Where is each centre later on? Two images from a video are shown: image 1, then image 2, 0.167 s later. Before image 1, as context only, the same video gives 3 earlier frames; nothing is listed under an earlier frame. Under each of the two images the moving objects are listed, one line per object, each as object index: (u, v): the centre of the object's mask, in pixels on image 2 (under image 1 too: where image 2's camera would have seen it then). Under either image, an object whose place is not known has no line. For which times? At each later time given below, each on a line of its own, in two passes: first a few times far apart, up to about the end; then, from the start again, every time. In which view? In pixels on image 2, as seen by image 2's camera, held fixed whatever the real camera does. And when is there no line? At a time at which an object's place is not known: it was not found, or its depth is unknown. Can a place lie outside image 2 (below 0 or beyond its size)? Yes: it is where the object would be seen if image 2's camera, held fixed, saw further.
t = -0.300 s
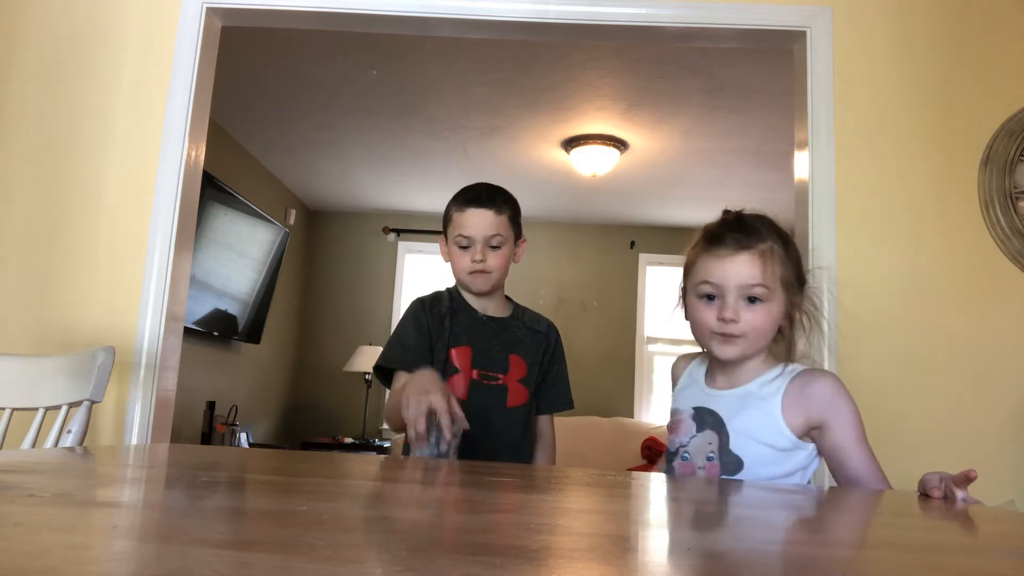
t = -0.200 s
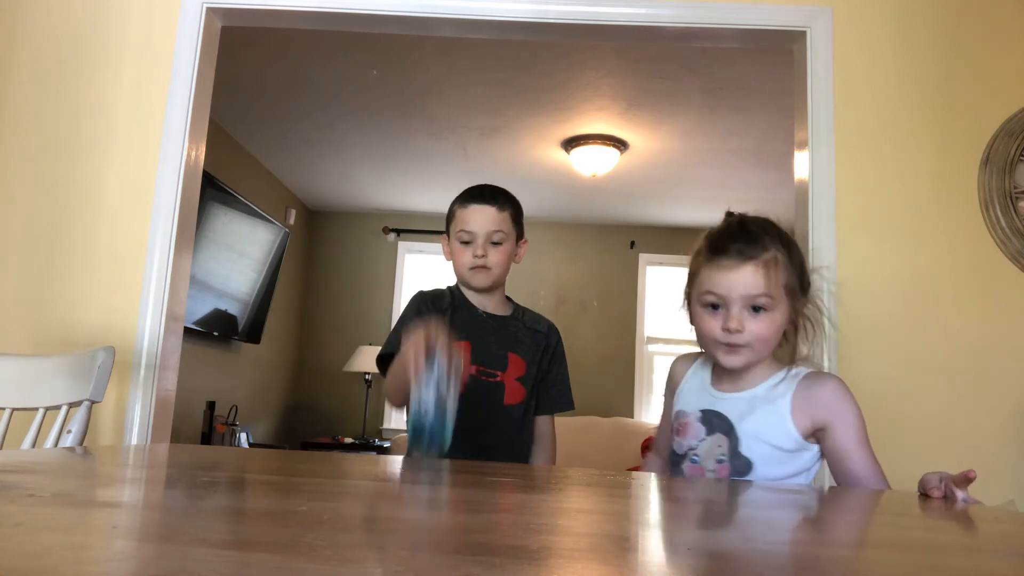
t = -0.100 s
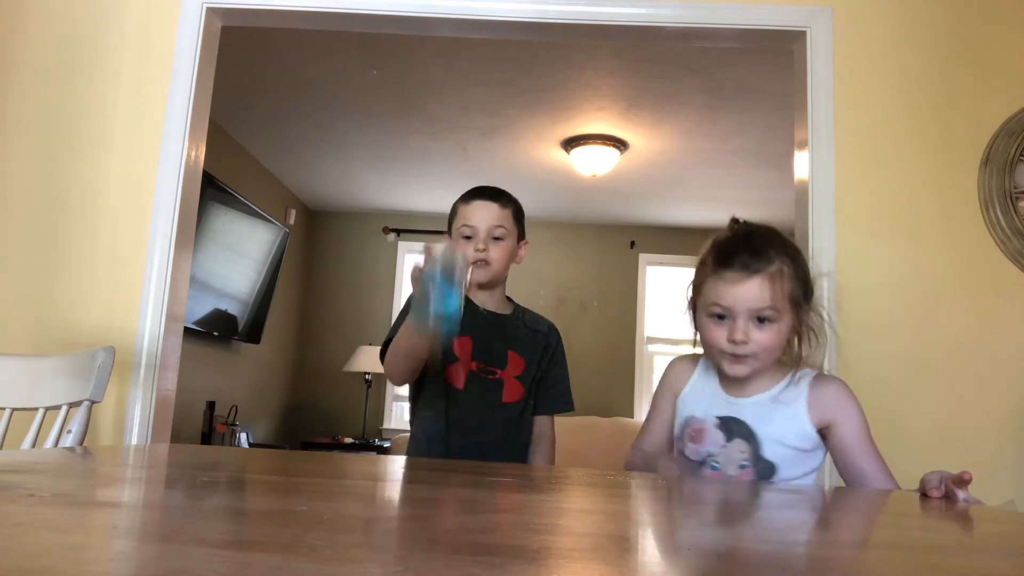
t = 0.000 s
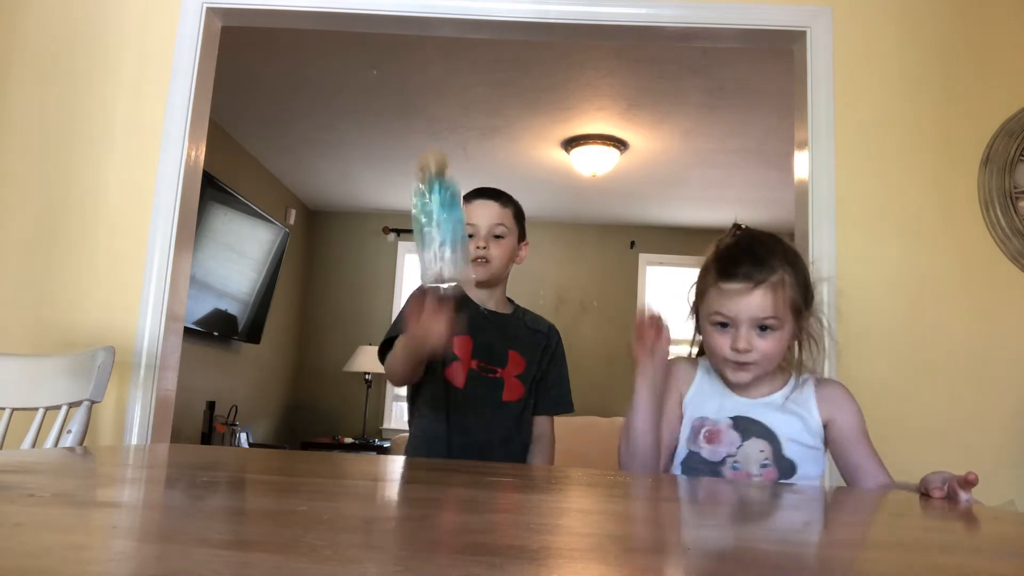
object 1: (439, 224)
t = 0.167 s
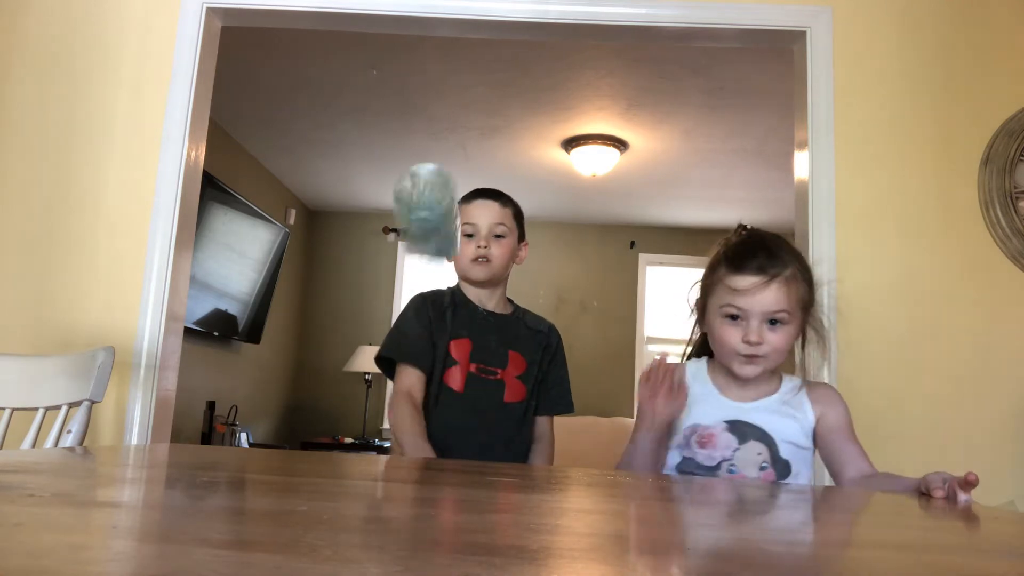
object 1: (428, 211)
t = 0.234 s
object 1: (420, 302)
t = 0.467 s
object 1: (376, 433)
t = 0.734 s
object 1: (388, 438)
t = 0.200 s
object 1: (425, 246)
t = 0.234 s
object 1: (420, 302)
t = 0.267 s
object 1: (419, 356)
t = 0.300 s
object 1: (410, 370)
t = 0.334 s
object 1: (406, 371)
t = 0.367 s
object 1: (402, 379)
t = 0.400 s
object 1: (396, 394)
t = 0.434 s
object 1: (381, 422)
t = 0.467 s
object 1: (376, 433)
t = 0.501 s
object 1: (372, 434)
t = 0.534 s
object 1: (371, 435)
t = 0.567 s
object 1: (374, 436)
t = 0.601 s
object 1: (378, 437)
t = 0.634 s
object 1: (381, 437)
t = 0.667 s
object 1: (383, 438)
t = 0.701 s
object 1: (386, 438)
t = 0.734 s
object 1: (388, 438)
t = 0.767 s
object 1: (391, 438)
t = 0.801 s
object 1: (395, 439)
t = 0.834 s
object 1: (400, 439)
